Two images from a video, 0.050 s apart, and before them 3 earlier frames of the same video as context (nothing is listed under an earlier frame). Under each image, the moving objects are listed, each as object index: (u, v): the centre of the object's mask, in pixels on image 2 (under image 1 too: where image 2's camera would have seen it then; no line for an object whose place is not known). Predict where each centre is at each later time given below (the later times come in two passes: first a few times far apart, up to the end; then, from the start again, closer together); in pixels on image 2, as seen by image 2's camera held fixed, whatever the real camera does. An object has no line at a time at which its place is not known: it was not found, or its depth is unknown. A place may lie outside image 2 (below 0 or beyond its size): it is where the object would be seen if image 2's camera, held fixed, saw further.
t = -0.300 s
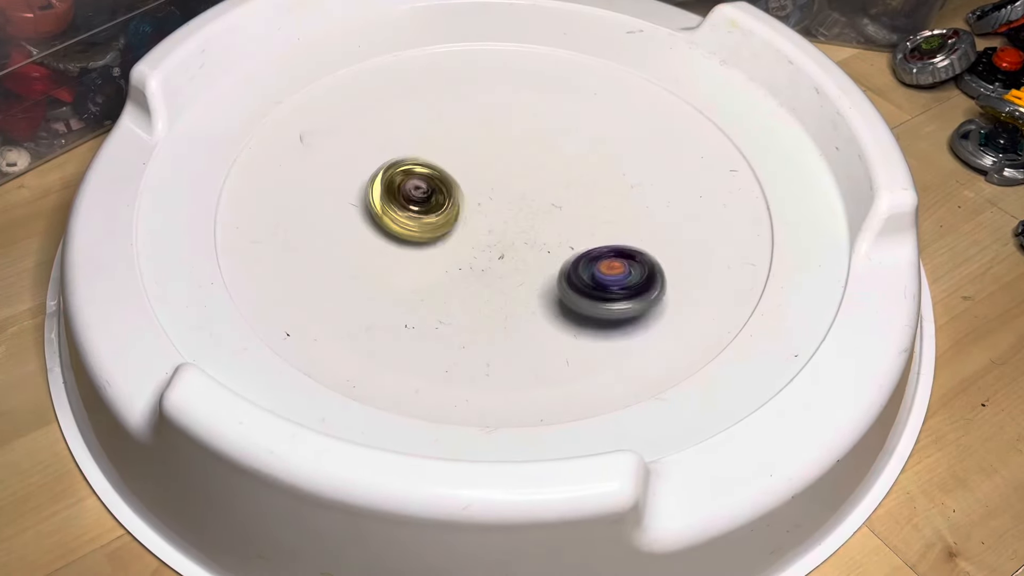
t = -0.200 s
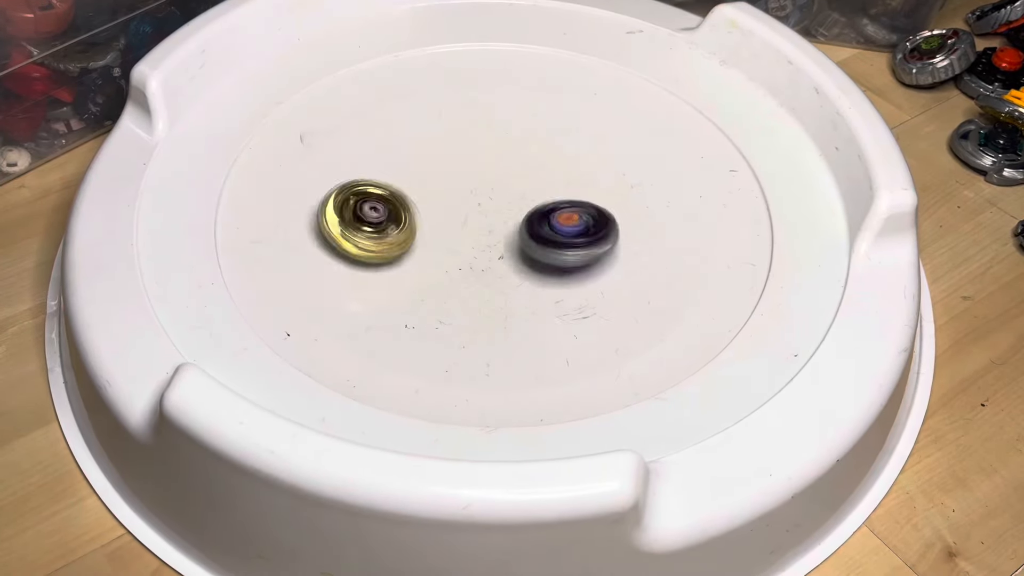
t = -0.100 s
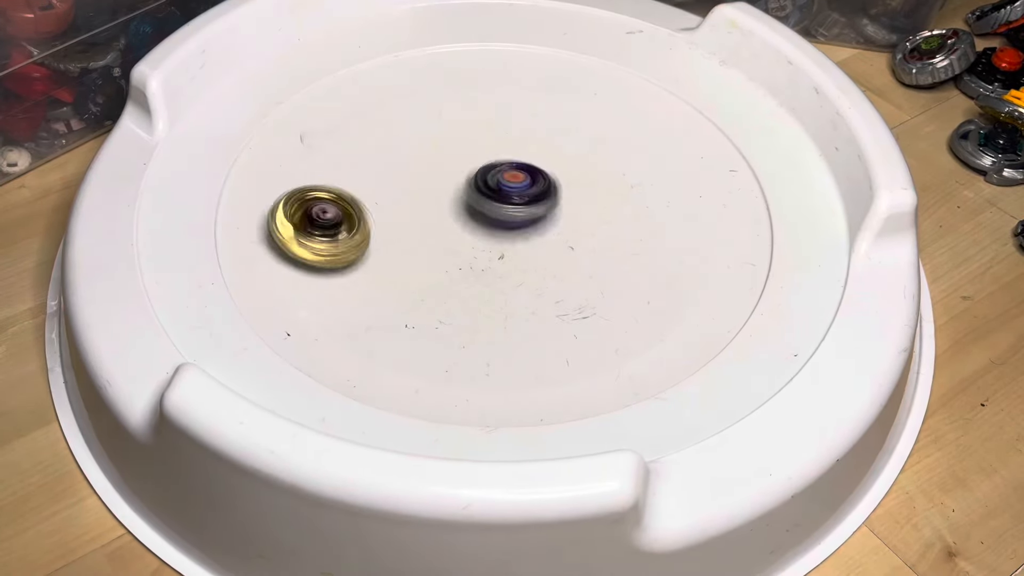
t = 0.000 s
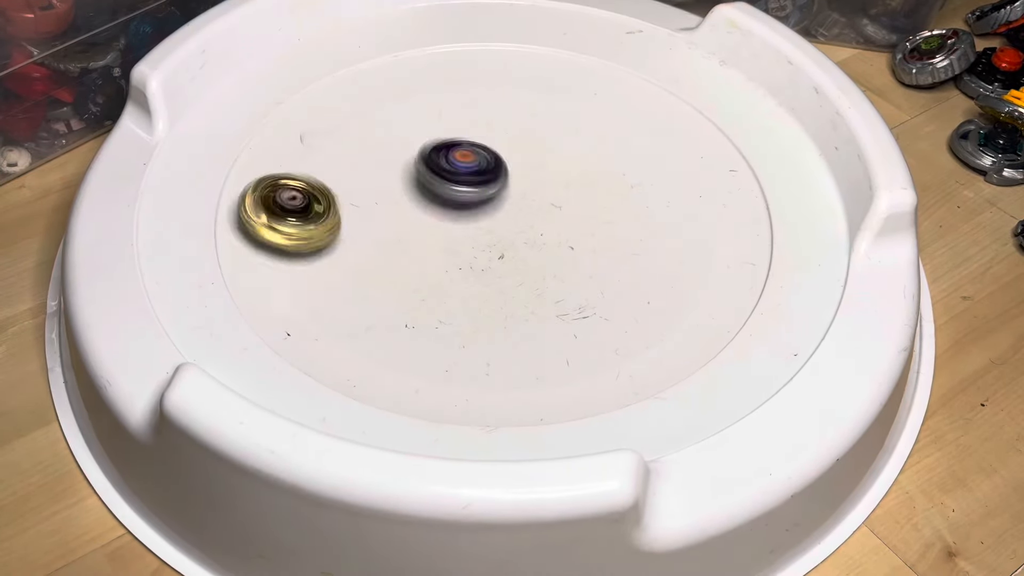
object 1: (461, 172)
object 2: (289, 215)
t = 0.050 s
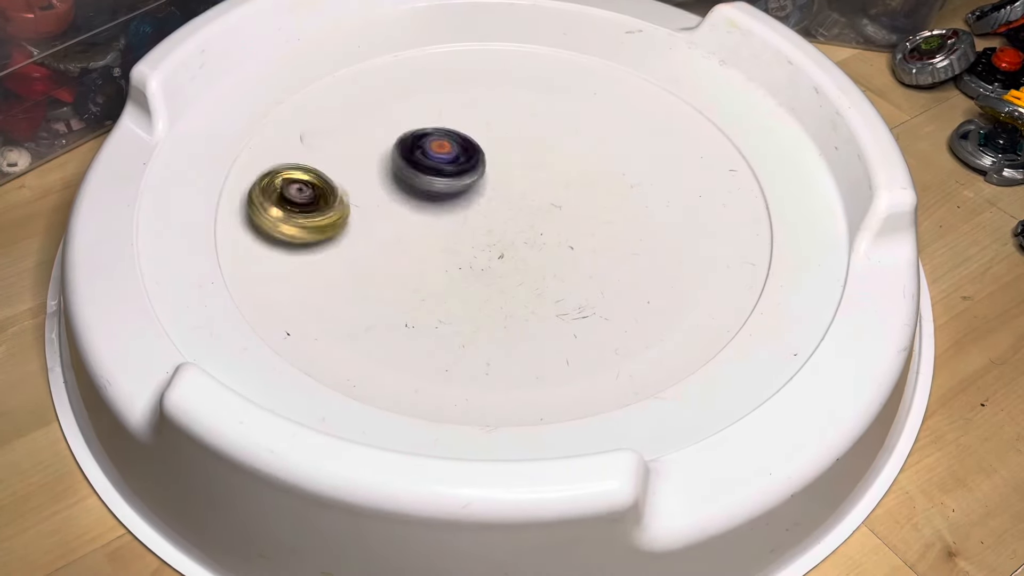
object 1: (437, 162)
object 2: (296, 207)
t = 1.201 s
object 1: (567, 145)
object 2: (592, 240)
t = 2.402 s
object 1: (455, 248)
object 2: (474, 179)
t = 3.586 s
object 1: (553, 208)
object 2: (392, 238)
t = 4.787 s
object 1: (488, 180)
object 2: (521, 257)
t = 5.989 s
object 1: (526, 230)
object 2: (520, 161)
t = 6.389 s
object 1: (515, 259)
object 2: (523, 174)
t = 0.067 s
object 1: (429, 164)
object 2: (301, 205)
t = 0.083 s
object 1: (421, 165)
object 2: (307, 204)
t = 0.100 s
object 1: (414, 162)
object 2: (315, 203)
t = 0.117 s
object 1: (406, 162)
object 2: (323, 203)
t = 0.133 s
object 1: (403, 160)
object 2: (328, 207)
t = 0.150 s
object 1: (406, 154)
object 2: (332, 208)
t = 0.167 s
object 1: (409, 148)
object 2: (335, 214)
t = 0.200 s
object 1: (415, 141)
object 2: (348, 223)
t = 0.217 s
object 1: (418, 139)
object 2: (356, 229)
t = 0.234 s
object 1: (420, 138)
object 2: (363, 235)
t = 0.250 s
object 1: (423, 138)
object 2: (371, 240)
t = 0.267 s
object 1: (426, 137)
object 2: (380, 247)
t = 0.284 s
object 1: (430, 139)
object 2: (388, 252)
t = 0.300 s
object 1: (432, 139)
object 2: (397, 256)
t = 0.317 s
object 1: (435, 143)
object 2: (404, 261)
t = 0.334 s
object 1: (439, 144)
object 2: (411, 267)
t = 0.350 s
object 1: (443, 147)
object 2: (417, 271)
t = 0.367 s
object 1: (447, 151)
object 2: (424, 276)
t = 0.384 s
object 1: (451, 153)
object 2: (430, 281)
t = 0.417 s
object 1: (460, 160)
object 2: (441, 291)
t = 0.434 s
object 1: (465, 163)
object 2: (446, 296)
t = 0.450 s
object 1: (470, 168)
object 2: (451, 301)
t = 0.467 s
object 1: (473, 171)
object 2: (455, 306)
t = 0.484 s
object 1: (477, 176)
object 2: (459, 310)
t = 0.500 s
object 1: (482, 176)
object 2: (463, 314)
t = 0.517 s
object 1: (485, 181)
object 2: (465, 318)
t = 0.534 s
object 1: (488, 185)
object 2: (468, 321)
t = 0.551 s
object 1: (492, 186)
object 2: (470, 325)
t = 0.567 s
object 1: (496, 190)
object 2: (472, 328)
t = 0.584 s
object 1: (501, 189)
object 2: (473, 332)
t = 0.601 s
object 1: (505, 192)
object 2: (474, 334)
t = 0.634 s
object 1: (517, 192)
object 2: (475, 337)
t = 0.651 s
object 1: (523, 196)
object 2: (475, 337)
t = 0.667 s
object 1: (529, 198)
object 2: (474, 337)
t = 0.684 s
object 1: (535, 198)
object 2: (475, 335)
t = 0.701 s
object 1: (541, 201)
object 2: (475, 332)
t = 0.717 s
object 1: (547, 203)
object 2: (474, 331)
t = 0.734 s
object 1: (554, 206)
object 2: (475, 328)
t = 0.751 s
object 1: (562, 203)
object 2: (476, 324)
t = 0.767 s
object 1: (568, 204)
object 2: (477, 321)
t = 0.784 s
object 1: (575, 206)
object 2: (479, 317)
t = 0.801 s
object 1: (582, 204)
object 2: (482, 311)
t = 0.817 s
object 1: (590, 205)
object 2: (485, 307)
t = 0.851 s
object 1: (603, 203)
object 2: (492, 296)
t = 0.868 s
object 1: (608, 200)
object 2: (497, 290)
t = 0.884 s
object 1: (612, 199)
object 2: (503, 284)
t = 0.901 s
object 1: (613, 197)
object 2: (508, 278)
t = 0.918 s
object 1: (615, 196)
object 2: (514, 273)
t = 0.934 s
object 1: (615, 195)
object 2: (521, 268)
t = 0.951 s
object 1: (614, 194)
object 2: (527, 263)
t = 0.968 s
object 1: (613, 194)
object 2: (535, 258)
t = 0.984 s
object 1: (611, 193)
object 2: (541, 254)
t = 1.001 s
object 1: (610, 191)
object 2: (548, 251)
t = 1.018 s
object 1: (612, 185)
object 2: (551, 251)
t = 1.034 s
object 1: (613, 177)
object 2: (553, 252)
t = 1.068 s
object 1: (611, 165)
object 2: (559, 250)
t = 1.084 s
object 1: (609, 160)
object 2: (562, 249)
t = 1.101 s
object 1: (605, 156)
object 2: (565, 248)
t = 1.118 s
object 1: (601, 152)
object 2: (569, 246)
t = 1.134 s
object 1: (596, 149)
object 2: (573, 244)
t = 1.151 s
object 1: (590, 147)
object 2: (578, 243)
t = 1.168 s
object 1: (583, 145)
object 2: (583, 242)
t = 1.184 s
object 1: (575, 144)
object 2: (587, 241)
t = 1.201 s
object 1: (567, 145)
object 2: (592, 240)
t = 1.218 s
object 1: (559, 145)
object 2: (596, 239)
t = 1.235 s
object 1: (550, 146)
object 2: (599, 239)
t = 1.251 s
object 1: (542, 147)
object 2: (603, 239)
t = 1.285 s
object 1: (524, 152)
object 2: (605, 238)
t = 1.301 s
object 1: (516, 156)
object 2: (606, 238)
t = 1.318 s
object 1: (506, 160)
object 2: (605, 238)
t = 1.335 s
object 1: (499, 164)
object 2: (604, 239)
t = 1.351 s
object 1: (490, 168)
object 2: (603, 239)
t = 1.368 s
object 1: (483, 173)
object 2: (600, 239)
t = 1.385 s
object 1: (476, 177)
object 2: (597, 239)
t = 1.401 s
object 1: (468, 183)
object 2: (595, 238)
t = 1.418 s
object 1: (463, 187)
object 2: (591, 238)
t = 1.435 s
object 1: (457, 193)
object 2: (587, 237)
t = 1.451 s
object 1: (453, 198)
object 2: (583, 236)
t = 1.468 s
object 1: (449, 202)
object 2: (578, 235)
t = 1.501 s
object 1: (443, 212)
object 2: (568, 231)
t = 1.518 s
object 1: (441, 216)
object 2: (563, 229)
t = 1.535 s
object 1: (439, 222)
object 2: (557, 226)
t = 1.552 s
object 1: (439, 224)
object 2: (551, 223)
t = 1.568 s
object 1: (439, 228)
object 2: (546, 220)
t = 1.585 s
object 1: (439, 232)
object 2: (541, 216)
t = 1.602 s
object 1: (441, 234)
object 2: (537, 212)
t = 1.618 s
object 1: (443, 238)
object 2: (534, 207)
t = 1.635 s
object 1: (444, 240)
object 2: (531, 203)
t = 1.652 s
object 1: (446, 242)
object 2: (528, 198)
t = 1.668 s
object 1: (449, 245)
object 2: (525, 194)
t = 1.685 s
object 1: (452, 246)
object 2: (523, 189)
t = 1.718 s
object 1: (456, 250)
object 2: (520, 180)
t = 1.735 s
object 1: (459, 251)
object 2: (520, 176)
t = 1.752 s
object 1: (461, 252)
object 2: (520, 171)
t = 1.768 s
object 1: (463, 253)
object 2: (521, 167)
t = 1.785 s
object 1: (466, 253)
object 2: (522, 164)
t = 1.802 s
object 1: (467, 254)
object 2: (524, 160)
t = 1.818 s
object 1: (469, 254)
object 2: (526, 158)
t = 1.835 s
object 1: (471, 254)
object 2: (528, 156)
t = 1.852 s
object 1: (472, 254)
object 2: (530, 154)
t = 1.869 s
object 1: (474, 254)
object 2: (532, 154)
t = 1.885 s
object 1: (475, 253)
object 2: (534, 154)
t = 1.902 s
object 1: (475, 251)
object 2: (535, 154)
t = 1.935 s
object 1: (478, 248)
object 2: (538, 157)
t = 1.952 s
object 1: (479, 245)
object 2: (537, 159)
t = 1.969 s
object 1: (480, 243)
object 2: (538, 161)
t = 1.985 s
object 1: (481, 240)
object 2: (538, 163)
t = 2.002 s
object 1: (482, 238)
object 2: (537, 165)
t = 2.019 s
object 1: (482, 235)
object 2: (536, 168)
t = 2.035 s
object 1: (482, 232)
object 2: (534, 171)
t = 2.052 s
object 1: (482, 230)
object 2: (533, 173)
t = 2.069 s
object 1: (481, 229)
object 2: (532, 175)
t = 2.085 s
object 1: (473, 235)
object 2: (531, 171)
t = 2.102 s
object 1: (469, 238)
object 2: (532, 169)
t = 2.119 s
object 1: (464, 245)
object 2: (532, 166)
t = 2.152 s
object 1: (456, 250)
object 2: (528, 166)
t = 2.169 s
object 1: (453, 253)
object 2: (526, 166)
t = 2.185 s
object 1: (450, 254)
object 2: (523, 167)
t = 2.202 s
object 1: (448, 255)
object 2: (521, 168)
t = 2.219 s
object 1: (446, 256)
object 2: (518, 169)
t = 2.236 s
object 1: (445, 256)
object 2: (515, 170)
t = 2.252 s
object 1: (444, 256)
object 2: (512, 172)
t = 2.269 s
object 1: (444, 256)
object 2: (509, 172)
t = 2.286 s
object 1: (443, 255)
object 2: (505, 173)
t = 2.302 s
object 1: (445, 255)
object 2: (501, 175)
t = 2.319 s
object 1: (446, 255)
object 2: (497, 176)
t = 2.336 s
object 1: (447, 253)
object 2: (493, 177)
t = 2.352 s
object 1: (448, 253)
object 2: (488, 178)
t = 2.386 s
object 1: (452, 249)
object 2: (479, 180)
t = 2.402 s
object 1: (455, 248)
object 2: (474, 179)
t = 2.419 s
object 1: (456, 247)
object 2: (469, 179)
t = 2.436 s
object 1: (458, 244)
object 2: (464, 177)
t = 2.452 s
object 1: (462, 242)
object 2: (459, 176)
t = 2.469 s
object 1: (464, 241)
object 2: (454, 175)
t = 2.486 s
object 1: (467, 237)
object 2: (450, 175)
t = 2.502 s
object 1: (473, 240)
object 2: (445, 172)
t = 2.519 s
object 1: (478, 242)
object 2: (441, 170)
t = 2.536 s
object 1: (482, 242)
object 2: (439, 168)
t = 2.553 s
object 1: (486, 245)
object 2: (437, 165)
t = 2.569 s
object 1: (490, 245)
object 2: (436, 163)
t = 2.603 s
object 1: (499, 244)
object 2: (435, 160)
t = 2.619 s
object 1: (502, 244)
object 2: (434, 159)
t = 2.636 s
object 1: (504, 242)
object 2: (435, 158)
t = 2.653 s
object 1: (507, 240)
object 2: (435, 158)
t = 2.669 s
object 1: (510, 238)
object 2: (437, 158)
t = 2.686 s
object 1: (511, 236)
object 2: (438, 158)
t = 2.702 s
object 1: (513, 233)
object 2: (440, 159)
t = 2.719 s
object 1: (515, 231)
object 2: (442, 160)
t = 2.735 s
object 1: (515, 229)
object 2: (444, 161)
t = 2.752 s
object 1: (517, 225)
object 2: (446, 163)
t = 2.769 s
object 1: (518, 223)
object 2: (447, 165)
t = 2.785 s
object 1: (519, 220)
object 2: (450, 168)
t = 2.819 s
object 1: (523, 217)
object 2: (449, 172)
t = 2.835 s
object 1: (530, 218)
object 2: (450, 171)
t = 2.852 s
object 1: (538, 220)
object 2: (449, 174)
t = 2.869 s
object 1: (546, 222)
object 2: (448, 176)
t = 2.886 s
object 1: (553, 224)
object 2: (448, 178)
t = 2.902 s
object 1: (557, 225)
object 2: (448, 183)
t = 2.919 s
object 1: (562, 226)
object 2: (447, 186)
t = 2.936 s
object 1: (566, 229)
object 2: (446, 190)
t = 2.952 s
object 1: (568, 230)
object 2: (447, 195)
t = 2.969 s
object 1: (569, 229)
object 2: (448, 198)
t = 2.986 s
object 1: (569, 230)
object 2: (449, 203)
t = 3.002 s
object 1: (569, 231)
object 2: (448, 208)
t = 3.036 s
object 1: (569, 230)
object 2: (447, 216)
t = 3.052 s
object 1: (569, 231)
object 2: (447, 220)
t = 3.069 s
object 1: (567, 230)
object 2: (445, 225)
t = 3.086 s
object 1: (566, 230)
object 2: (443, 230)
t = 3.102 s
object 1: (565, 230)
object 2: (442, 232)
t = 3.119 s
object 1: (563, 230)
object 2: (439, 237)
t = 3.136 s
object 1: (562, 228)
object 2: (437, 240)
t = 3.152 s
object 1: (560, 228)
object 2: (435, 244)
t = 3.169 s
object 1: (558, 229)
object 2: (432, 247)
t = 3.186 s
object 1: (554, 230)
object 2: (428, 251)
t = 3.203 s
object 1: (552, 229)
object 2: (425, 253)
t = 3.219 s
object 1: (550, 229)
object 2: (422, 255)
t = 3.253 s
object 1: (542, 231)
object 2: (415, 258)
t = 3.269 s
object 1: (539, 231)
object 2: (411, 259)
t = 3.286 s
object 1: (535, 232)
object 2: (409, 259)
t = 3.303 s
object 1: (531, 233)
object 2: (408, 258)
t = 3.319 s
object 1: (527, 232)
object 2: (406, 258)
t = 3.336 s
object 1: (524, 233)
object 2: (405, 257)
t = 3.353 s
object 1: (520, 233)
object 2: (404, 256)
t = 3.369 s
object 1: (514, 234)
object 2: (405, 255)
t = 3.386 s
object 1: (510, 234)
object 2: (406, 254)
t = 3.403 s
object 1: (507, 232)
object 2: (408, 253)
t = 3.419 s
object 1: (507, 231)
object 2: (406, 250)
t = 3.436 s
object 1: (508, 229)
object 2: (404, 250)
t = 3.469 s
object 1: (509, 228)
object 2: (406, 248)
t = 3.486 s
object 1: (508, 227)
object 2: (407, 246)
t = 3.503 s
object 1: (513, 223)
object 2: (405, 244)
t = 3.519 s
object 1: (523, 221)
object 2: (399, 244)
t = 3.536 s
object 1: (531, 219)
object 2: (395, 243)
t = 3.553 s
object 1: (539, 216)
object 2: (391, 242)
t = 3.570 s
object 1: (546, 211)
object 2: (391, 241)
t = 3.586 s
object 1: (553, 208)
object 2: (392, 238)
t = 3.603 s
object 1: (557, 206)
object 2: (393, 238)
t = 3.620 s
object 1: (561, 203)
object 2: (395, 234)
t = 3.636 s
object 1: (564, 200)
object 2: (398, 234)
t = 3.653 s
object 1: (568, 198)
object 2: (402, 232)
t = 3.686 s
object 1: (569, 194)
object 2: (410, 230)
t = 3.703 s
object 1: (569, 192)
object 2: (417, 229)
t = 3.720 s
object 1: (569, 191)
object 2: (422, 229)
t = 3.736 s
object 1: (568, 190)
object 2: (428, 229)
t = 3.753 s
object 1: (566, 188)
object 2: (434, 228)
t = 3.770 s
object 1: (564, 186)
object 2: (441, 228)
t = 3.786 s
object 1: (562, 186)
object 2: (448, 228)
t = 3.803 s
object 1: (560, 185)
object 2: (454, 229)
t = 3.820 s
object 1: (557, 184)
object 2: (460, 230)
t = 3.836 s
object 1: (556, 182)
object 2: (467, 230)
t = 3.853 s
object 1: (553, 182)
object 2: (473, 232)
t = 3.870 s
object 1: (551, 181)
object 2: (478, 234)
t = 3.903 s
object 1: (557, 173)
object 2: (478, 243)
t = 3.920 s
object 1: (561, 169)
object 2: (479, 247)
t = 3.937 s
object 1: (564, 166)
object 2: (480, 249)
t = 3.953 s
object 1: (565, 164)
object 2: (482, 253)
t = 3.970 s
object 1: (566, 162)
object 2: (483, 256)
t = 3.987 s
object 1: (566, 161)
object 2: (483, 259)
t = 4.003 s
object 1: (567, 160)
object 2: (484, 262)
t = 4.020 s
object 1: (566, 160)
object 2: (484, 265)
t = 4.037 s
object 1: (563, 161)
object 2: (483, 267)
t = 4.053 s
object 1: (561, 161)
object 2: (483, 267)
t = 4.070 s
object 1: (560, 162)
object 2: (483, 268)
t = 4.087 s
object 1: (558, 163)
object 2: (483, 269)
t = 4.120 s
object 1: (551, 164)
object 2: (483, 268)
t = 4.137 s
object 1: (548, 165)
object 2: (483, 268)
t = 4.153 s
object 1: (545, 167)
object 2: (483, 267)
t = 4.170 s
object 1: (541, 170)
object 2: (483, 266)
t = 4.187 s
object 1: (537, 172)
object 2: (484, 265)
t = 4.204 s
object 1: (533, 173)
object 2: (484, 265)
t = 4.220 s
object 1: (529, 175)
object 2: (484, 263)
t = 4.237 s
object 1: (526, 178)
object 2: (485, 261)
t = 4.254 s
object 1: (520, 182)
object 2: (486, 259)
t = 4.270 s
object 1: (516, 184)
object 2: (486, 257)
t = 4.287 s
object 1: (512, 187)
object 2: (487, 255)
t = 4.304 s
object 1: (510, 181)
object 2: (487, 259)
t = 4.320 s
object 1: (509, 172)
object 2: (488, 261)
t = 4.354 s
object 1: (503, 157)
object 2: (489, 275)
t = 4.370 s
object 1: (500, 151)
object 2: (492, 275)
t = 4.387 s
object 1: (497, 145)
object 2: (493, 282)
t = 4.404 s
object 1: (495, 140)
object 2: (494, 284)
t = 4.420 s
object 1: (492, 137)
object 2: (496, 285)
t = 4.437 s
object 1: (490, 133)
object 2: (497, 285)
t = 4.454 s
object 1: (487, 133)
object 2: (499, 285)
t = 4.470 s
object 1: (486, 131)
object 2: (500, 288)
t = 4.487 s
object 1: (485, 131)
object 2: (501, 288)
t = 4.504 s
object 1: (484, 131)
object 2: (503, 288)
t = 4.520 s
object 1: (482, 132)
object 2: (504, 288)
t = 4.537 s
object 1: (480, 134)
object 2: (504, 288)
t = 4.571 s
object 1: (480, 139)
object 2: (506, 288)
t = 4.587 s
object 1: (480, 141)
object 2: (505, 288)
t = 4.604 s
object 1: (478, 144)
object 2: (506, 286)
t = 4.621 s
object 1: (478, 146)
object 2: (506, 285)
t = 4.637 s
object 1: (478, 149)
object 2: (506, 283)
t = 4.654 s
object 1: (480, 152)
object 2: (508, 281)
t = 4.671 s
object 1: (481, 156)
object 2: (508, 279)
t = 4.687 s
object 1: (483, 159)
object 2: (510, 275)
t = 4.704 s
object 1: (483, 162)
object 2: (511, 272)
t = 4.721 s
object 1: (484, 164)
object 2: (513, 269)
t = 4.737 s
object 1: (485, 167)
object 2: (516, 266)
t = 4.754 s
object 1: (487, 170)
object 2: (517, 262)
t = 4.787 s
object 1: (488, 180)
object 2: (521, 257)
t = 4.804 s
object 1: (489, 183)
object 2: (524, 254)
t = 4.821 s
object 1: (488, 187)
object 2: (526, 251)
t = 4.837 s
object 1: (490, 187)
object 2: (529, 246)
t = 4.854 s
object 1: (487, 189)
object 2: (534, 248)
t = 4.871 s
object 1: (479, 185)
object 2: (544, 253)
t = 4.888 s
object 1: (471, 185)
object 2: (553, 258)
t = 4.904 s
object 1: (465, 176)
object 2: (560, 261)
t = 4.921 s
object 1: (459, 170)
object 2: (568, 265)
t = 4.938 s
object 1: (454, 168)
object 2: (573, 266)
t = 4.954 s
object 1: (450, 168)
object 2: (576, 267)
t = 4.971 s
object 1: (446, 167)
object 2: (577, 265)
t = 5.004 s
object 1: (441, 165)
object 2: (576, 264)
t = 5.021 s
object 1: (441, 167)
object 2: (577, 263)
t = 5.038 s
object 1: (439, 167)
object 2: (576, 262)
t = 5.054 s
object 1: (441, 166)
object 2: (576, 261)
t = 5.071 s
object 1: (442, 165)
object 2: (574, 258)
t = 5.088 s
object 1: (443, 165)
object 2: (573, 255)
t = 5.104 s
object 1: (445, 168)
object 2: (572, 252)
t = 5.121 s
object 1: (446, 172)
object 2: (571, 250)
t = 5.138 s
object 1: (449, 176)
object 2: (570, 247)
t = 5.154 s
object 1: (452, 178)
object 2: (569, 245)
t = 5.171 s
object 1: (456, 180)
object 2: (568, 242)
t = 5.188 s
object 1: (458, 183)
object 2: (567, 240)
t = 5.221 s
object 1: (463, 188)
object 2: (563, 235)
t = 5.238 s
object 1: (465, 192)
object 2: (561, 232)
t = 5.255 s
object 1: (470, 197)
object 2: (559, 229)
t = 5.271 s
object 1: (469, 201)
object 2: (563, 227)
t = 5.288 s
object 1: (457, 202)
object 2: (576, 225)
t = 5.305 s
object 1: (446, 202)
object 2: (586, 223)
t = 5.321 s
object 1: (437, 202)
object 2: (595, 219)
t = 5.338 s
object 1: (429, 201)
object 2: (602, 216)
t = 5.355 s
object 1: (422, 201)
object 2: (608, 212)
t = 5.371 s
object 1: (417, 200)
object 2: (611, 209)
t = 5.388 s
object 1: (413, 201)
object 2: (611, 208)
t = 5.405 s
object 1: (410, 204)
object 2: (611, 208)
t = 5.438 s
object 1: (404, 208)
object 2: (610, 206)
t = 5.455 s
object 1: (403, 209)
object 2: (609, 206)
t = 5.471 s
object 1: (403, 212)
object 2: (608, 207)
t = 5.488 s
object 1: (402, 214)
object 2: (607, 207)
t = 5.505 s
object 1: (403, 213)
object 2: (604, 206)
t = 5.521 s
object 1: (406, 212)
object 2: (602, 206)
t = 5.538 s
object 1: (410, 211)
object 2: (599, 206)
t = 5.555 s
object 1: (415, 210)
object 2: (595, 205)
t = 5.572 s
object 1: (418, 210)
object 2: (591, 205)
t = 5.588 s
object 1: (422, 210)
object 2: (587, 205)
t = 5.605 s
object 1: (426, 212)
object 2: (582, 204)
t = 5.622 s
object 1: (430, 213)
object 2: (575, 203)
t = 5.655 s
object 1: (441, 212)
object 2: (562, 199)
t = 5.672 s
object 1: (446, 212)
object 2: (555, 197)
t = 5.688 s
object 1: (449, 212)
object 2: (550, 194)
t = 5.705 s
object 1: (454, 212)
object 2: (543, 192)
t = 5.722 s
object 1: (456, 213)
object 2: (540, 187)
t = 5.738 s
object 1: (459, 215)
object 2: (537, 183)
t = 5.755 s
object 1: (462, 217)
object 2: (536, 179)
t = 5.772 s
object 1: (467, 218)
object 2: (535, 176)
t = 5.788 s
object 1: (471, 219)
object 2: (533, 171)
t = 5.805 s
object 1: (476, 219)
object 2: (530, 168)
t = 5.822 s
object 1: (481, 219)
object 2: (530, 165)
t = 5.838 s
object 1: (486, 220)
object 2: (529, 163)
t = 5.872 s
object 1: (495, 221)
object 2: (528, 160)
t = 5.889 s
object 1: (499, 223)
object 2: (527, 159)
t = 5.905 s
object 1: (503, 224)
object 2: (525, 158)
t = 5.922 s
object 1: (507, 225)
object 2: (524, 158)
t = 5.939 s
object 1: (512, 227)
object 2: (522, 159)
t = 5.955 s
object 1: (516, 228)
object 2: (522, 159)
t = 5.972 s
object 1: (521, 229)
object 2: (521, 160)
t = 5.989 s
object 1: (526, 230)
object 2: (520, 161)
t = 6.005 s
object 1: (530, 231)
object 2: (519, 162)
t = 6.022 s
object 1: (533, 232)
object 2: (518, 163)
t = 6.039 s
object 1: (535, 233)
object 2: (519, 165)
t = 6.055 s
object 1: (537, 234)
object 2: (519, 166)
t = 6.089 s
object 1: (539, 235)
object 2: (520, 168)
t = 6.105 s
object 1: (538, 237)
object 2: (521, 169)
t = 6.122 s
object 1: (537, 238)
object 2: (521, 169)
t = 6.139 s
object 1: (536, 240)
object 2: (521, 170)
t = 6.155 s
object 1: (535, 241)
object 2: (522, 170)
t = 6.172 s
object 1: (534, 243)
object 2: (522, 171)
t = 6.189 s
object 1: (533, 244)
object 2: (522, 171)
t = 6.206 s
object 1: (532, 245)
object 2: (522, 171)
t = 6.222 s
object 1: (530, 247)
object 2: (522, 171)
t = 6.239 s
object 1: (529, 248)
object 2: (522, 172)
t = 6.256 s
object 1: (528, 250)
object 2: (522, 172)
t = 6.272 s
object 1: (527, 251)
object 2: (522, 173)
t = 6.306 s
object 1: (524, 254)
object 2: (523, 173)
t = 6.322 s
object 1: (523, 254)
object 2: (523, 174)
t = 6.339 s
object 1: (521, 255)
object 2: (523, 174)
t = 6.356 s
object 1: (519, 256)
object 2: (523, 174)
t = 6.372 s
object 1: (517, 258)
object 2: (523, 174)
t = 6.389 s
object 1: (515, 259)
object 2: (523, 174)
